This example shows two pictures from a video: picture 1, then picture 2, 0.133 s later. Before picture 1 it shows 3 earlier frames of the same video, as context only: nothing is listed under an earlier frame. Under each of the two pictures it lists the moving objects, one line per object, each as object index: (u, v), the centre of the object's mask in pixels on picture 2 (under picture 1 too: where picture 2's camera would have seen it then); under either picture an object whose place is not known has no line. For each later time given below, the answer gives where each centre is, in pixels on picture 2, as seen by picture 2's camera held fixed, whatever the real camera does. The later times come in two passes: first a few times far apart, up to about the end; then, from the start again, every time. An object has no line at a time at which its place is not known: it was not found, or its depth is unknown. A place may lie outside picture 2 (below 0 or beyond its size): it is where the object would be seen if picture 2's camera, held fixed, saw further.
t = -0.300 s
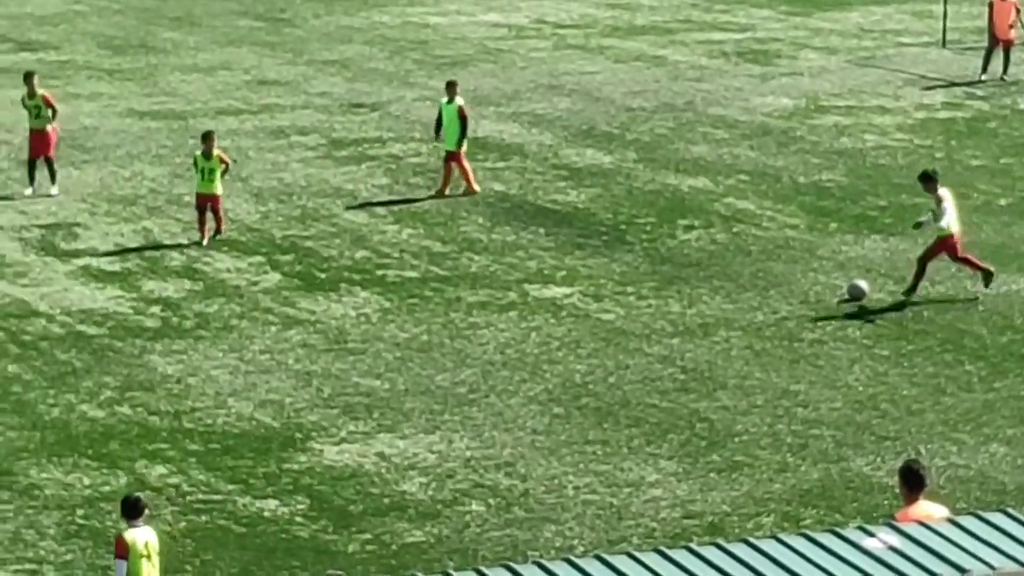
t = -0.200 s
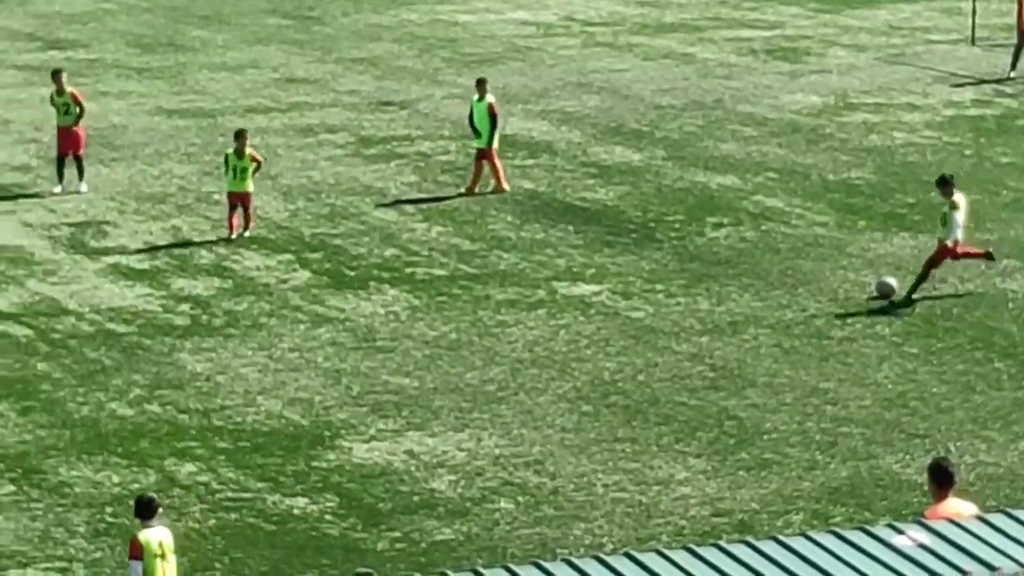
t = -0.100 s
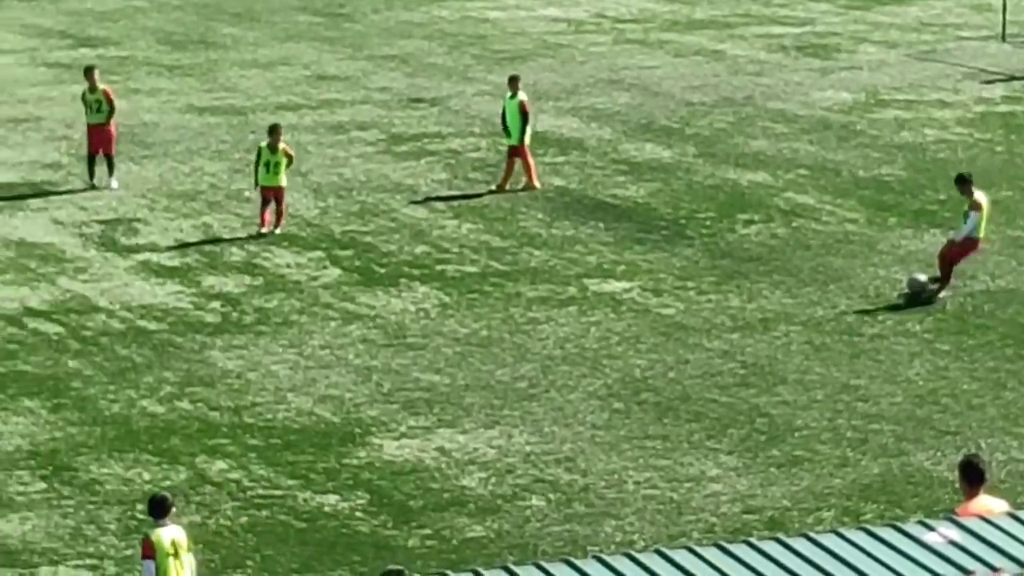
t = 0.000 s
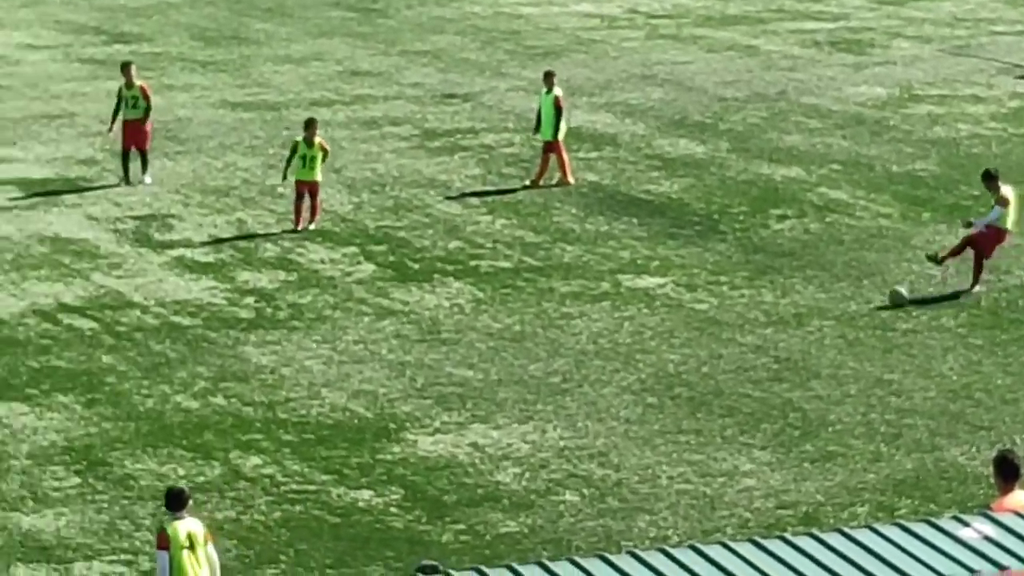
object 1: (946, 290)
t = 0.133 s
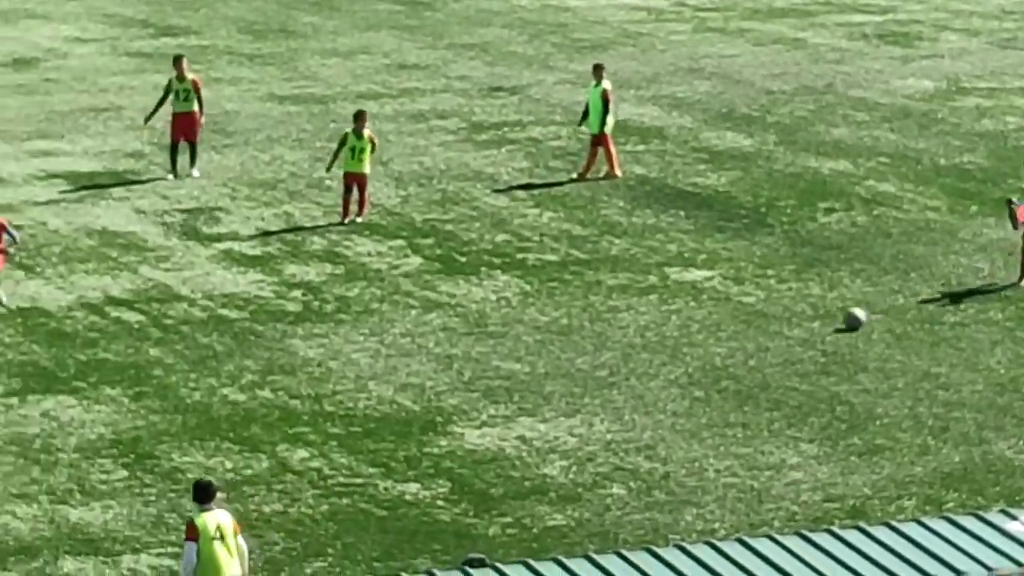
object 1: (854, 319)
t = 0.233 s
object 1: (789, 339)
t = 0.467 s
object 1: (657, 386)
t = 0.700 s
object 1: (551, 423)
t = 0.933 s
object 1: (452, 460)
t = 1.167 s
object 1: (348, 507)
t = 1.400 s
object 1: (245, 549)
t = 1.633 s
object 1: (140, 593)
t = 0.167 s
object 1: (833, 326)
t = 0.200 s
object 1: (812, 332)
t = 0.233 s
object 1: (789, 339)
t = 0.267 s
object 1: (768, 347)
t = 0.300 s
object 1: (750, 351)
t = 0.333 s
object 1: (731, 355)
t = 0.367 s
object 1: (712, 360)
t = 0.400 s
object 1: (694, 368)
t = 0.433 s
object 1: (675, 377)
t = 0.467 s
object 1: (657, 386)
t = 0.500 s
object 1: (642, 388)
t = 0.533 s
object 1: (627, 389)
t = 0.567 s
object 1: (611, 393)
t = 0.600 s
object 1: (596, 398)
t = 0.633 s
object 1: (581, 404)
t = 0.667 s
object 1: (566, 413)
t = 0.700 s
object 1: (551, 423)
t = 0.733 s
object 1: (536, 430)
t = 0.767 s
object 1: (522, 431)
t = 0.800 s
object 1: (508, 434)
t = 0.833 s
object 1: (493, 439)
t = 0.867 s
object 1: (480, 445)
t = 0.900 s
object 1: (465, 452)
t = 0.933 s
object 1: (452, 460)
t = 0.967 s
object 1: (437, 470)
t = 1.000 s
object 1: (423, 474)
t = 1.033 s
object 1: (408, 477)
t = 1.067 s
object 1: (392, 486)
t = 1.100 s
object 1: (378, 492)
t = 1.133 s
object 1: (363, 500)
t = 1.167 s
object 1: (348, 507)
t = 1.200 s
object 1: (334, 511)
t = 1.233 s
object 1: (319, 514)
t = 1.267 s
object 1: (305, 521)
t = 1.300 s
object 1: (290, 529)
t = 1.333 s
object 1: (275, 538)
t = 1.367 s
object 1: (261, 545)
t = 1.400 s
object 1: (245, 549)
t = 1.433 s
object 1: (231, 554)
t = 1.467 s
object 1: (216, 562)
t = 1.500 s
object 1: (200, 570)
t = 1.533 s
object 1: (184, 576)
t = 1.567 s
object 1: (169, 582)
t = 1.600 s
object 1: (155, 588)
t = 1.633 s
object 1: (140, 593)
